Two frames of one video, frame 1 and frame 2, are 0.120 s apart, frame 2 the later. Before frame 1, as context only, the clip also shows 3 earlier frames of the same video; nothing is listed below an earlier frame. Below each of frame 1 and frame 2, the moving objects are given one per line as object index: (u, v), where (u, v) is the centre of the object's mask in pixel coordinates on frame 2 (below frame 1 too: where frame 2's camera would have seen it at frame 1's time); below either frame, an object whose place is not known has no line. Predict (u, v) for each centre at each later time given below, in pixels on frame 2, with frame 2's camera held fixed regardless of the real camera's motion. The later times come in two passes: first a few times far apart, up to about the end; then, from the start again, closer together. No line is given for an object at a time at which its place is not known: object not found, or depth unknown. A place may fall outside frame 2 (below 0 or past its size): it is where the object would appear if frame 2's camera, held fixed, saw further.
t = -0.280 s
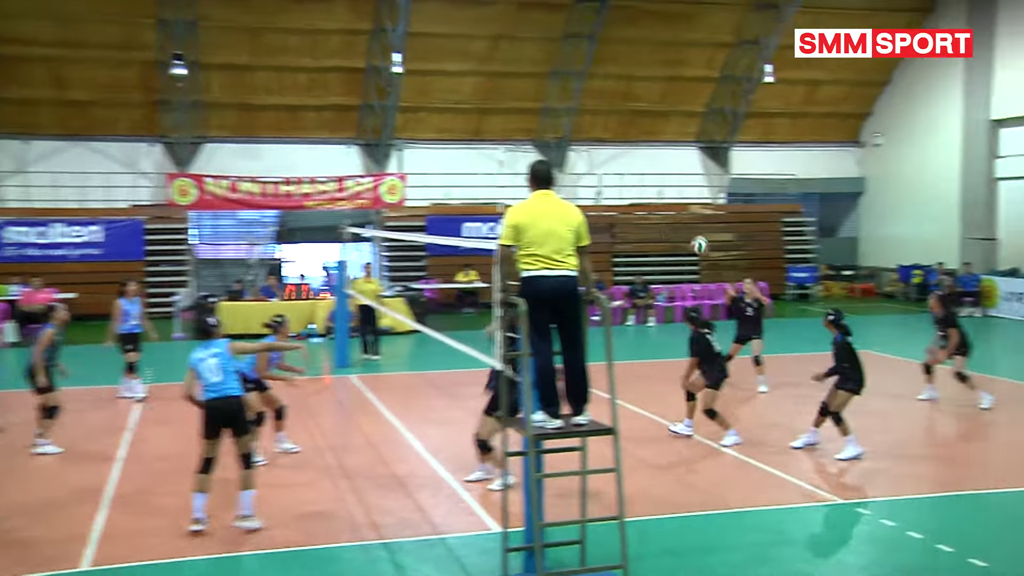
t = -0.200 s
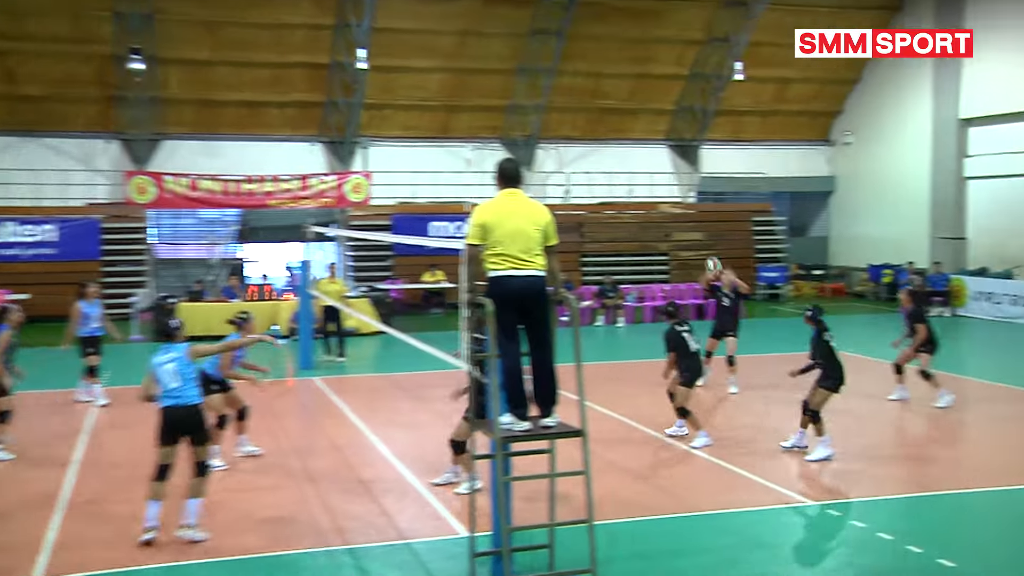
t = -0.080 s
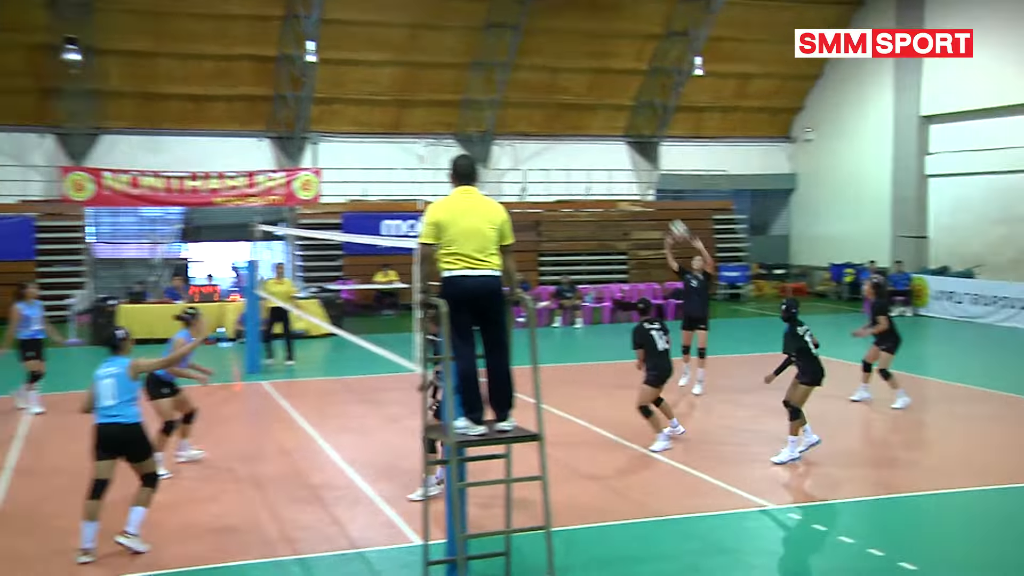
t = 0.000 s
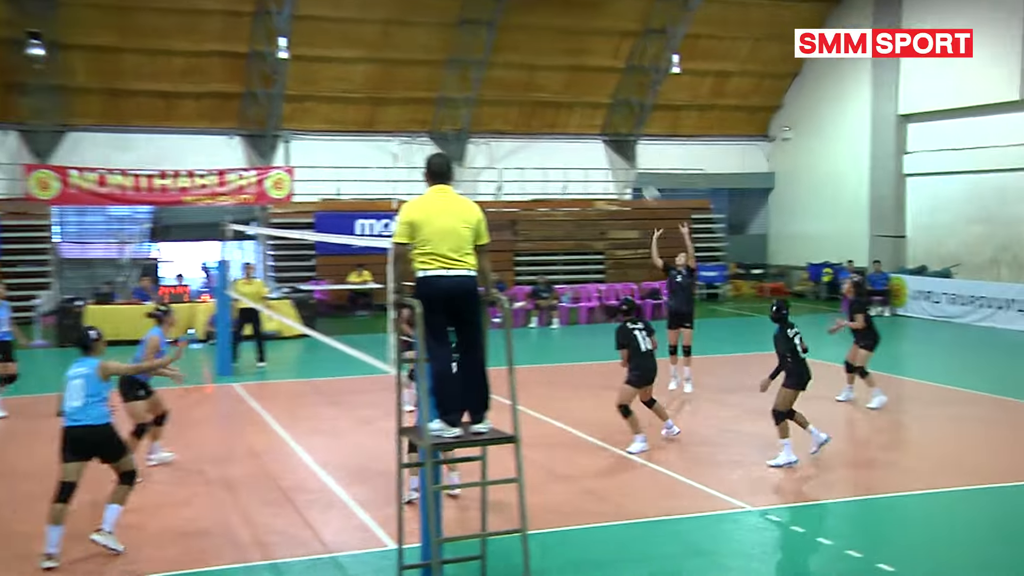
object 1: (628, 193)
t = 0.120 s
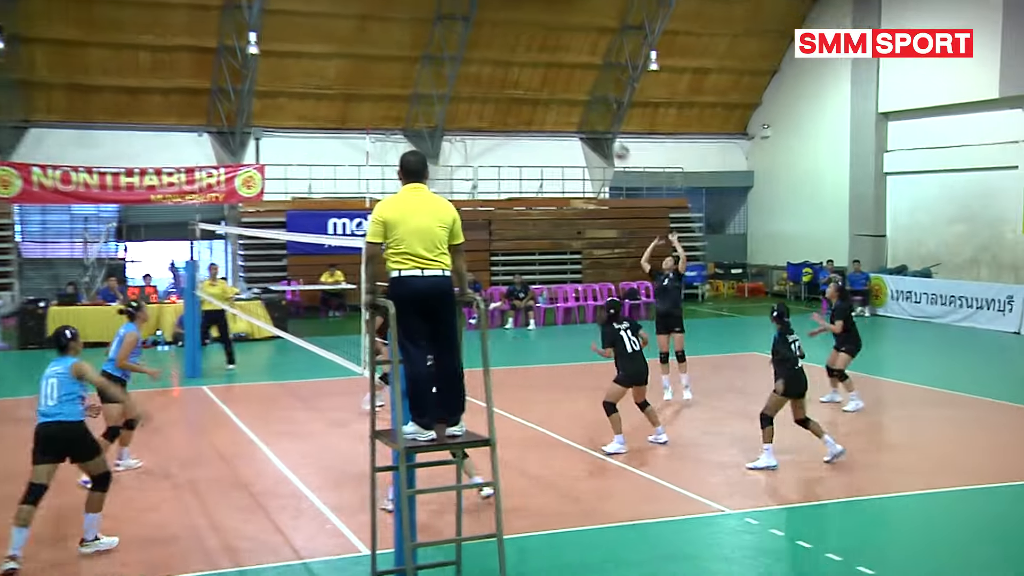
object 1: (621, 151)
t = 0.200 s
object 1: (616, 127)
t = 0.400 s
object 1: (604, 92)
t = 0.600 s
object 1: (593, 89)
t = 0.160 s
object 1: (618, 138)
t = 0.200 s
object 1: (616, 127)
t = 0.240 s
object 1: (613, 117)
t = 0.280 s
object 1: (611, 109)
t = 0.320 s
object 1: (609, 102)
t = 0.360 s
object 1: (606, 96)
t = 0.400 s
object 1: (604, 92)
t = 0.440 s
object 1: (602, 89)
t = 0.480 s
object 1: (600, 87)
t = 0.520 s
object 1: (597, 86)
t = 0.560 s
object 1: (594, 87)
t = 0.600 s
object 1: (593, 89)
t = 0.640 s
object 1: (590, 93)
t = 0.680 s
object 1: (588, 98)
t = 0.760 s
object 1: (583, 113)
